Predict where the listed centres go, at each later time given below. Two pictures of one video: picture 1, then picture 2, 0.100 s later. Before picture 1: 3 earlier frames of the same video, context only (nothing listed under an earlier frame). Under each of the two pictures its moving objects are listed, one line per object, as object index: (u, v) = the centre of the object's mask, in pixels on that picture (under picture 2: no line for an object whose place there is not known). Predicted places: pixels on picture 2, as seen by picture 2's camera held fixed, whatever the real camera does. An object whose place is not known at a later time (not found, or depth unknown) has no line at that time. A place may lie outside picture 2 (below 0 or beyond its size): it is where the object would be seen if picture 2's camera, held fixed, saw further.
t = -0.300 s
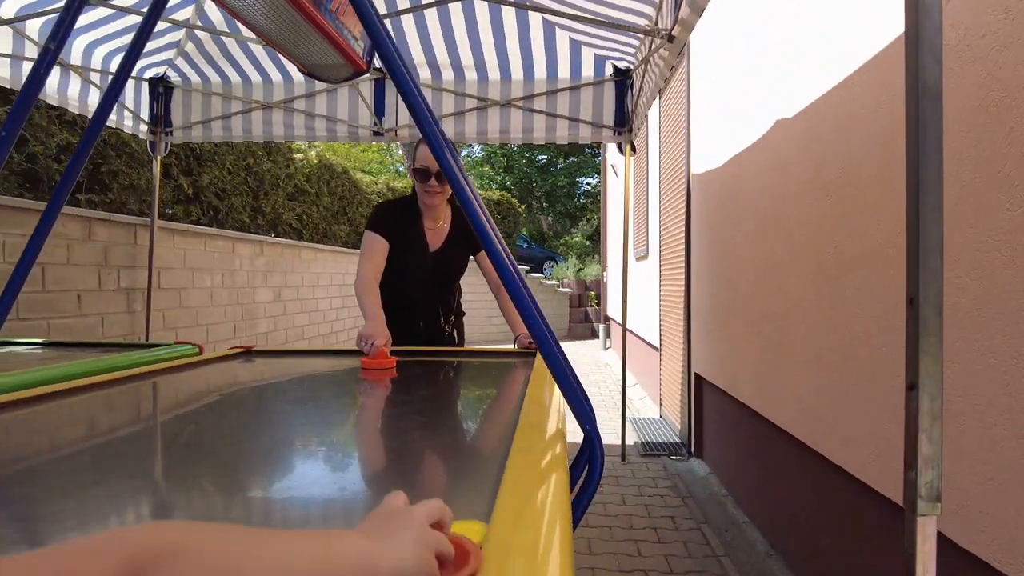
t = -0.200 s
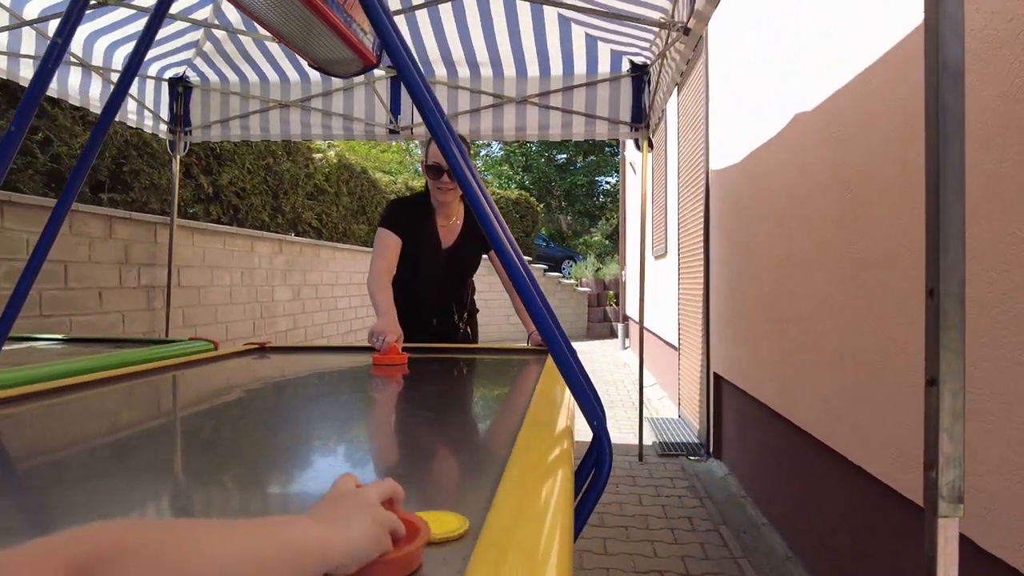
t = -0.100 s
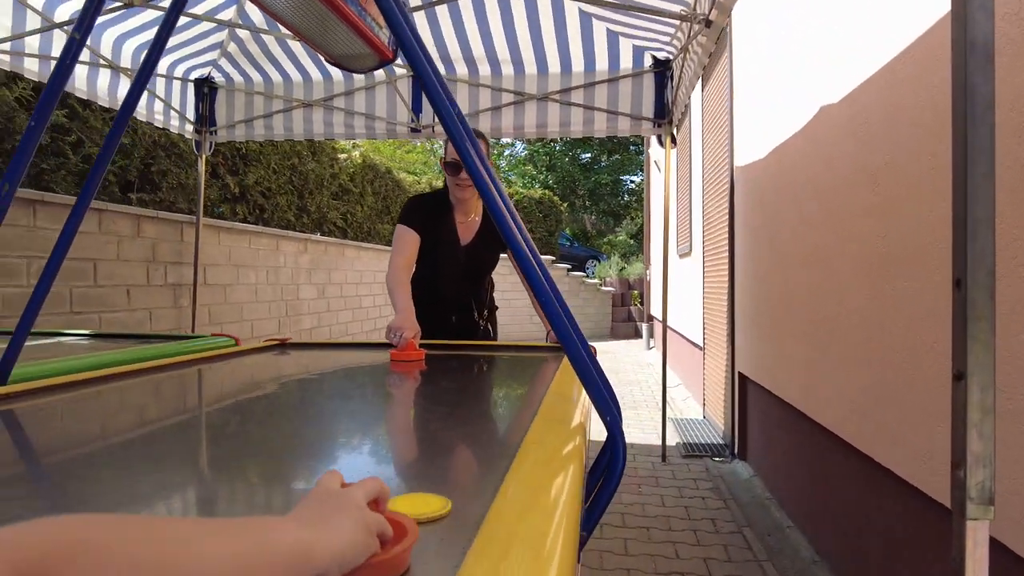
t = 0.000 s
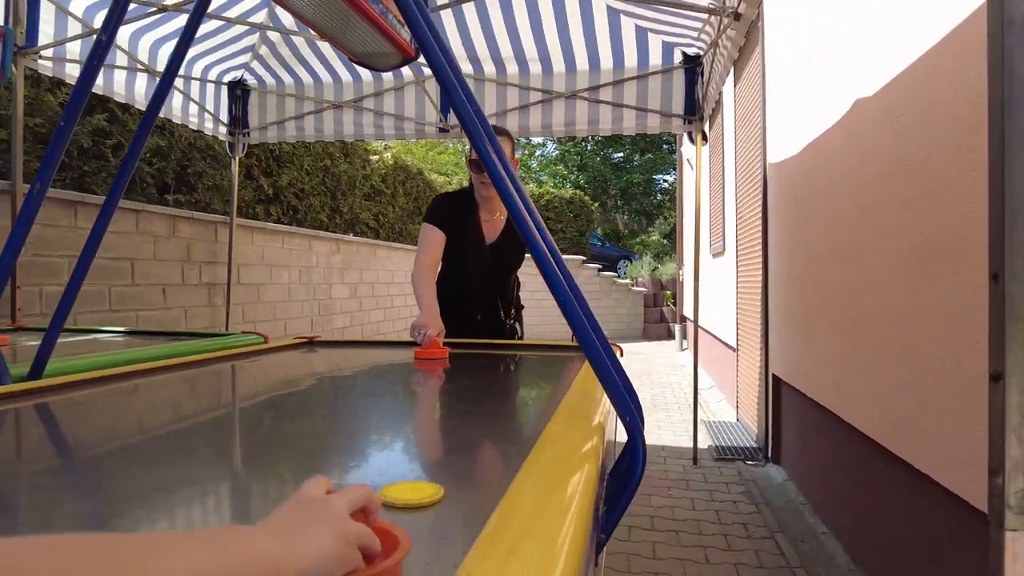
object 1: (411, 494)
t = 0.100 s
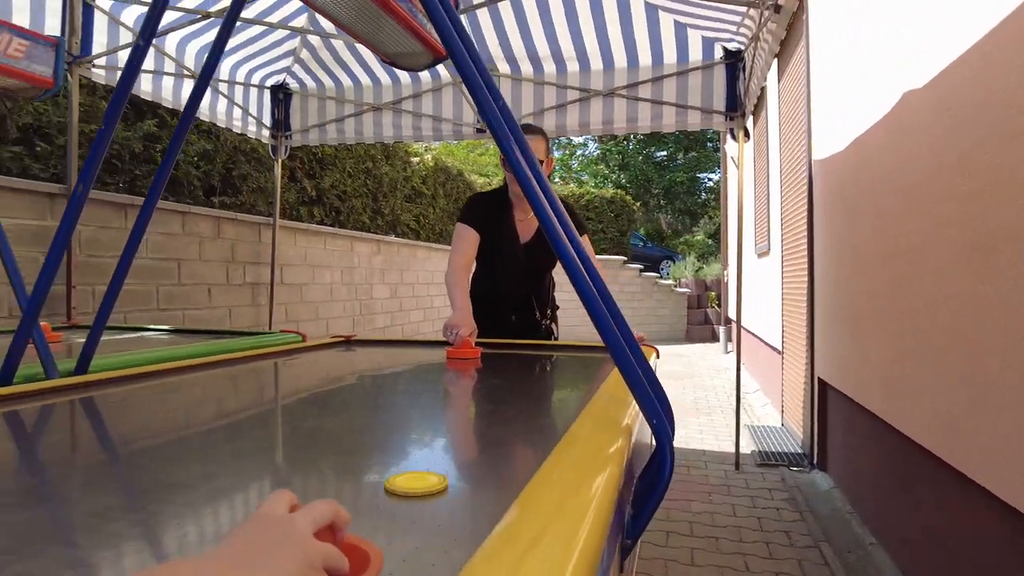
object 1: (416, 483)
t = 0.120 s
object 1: (414, 481)
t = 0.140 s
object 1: (411, 479)
